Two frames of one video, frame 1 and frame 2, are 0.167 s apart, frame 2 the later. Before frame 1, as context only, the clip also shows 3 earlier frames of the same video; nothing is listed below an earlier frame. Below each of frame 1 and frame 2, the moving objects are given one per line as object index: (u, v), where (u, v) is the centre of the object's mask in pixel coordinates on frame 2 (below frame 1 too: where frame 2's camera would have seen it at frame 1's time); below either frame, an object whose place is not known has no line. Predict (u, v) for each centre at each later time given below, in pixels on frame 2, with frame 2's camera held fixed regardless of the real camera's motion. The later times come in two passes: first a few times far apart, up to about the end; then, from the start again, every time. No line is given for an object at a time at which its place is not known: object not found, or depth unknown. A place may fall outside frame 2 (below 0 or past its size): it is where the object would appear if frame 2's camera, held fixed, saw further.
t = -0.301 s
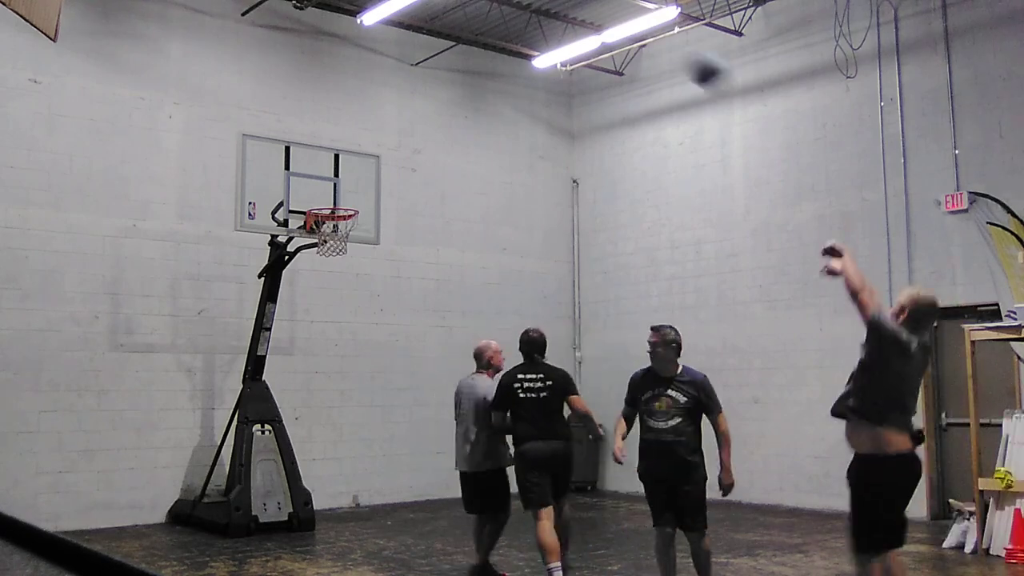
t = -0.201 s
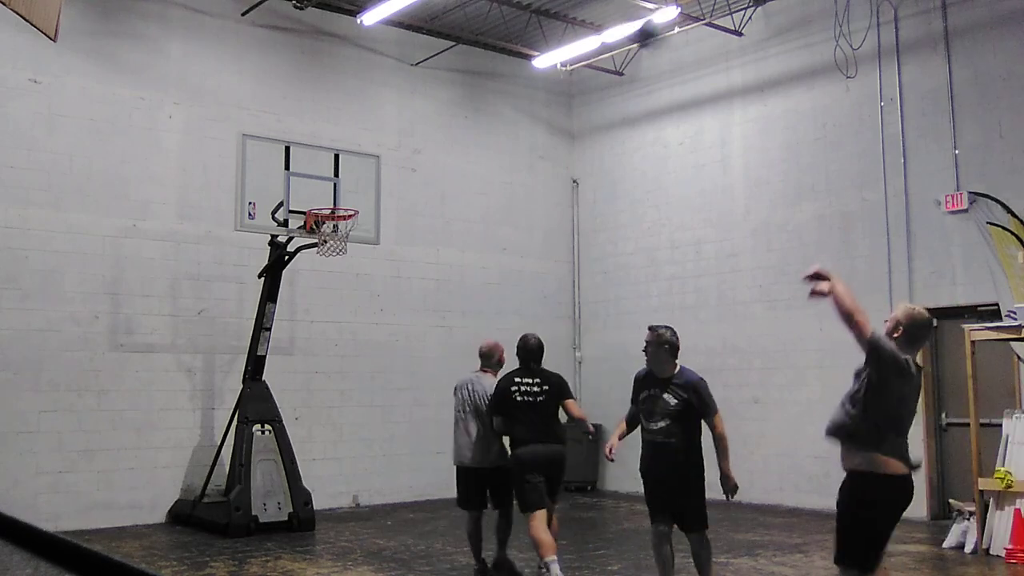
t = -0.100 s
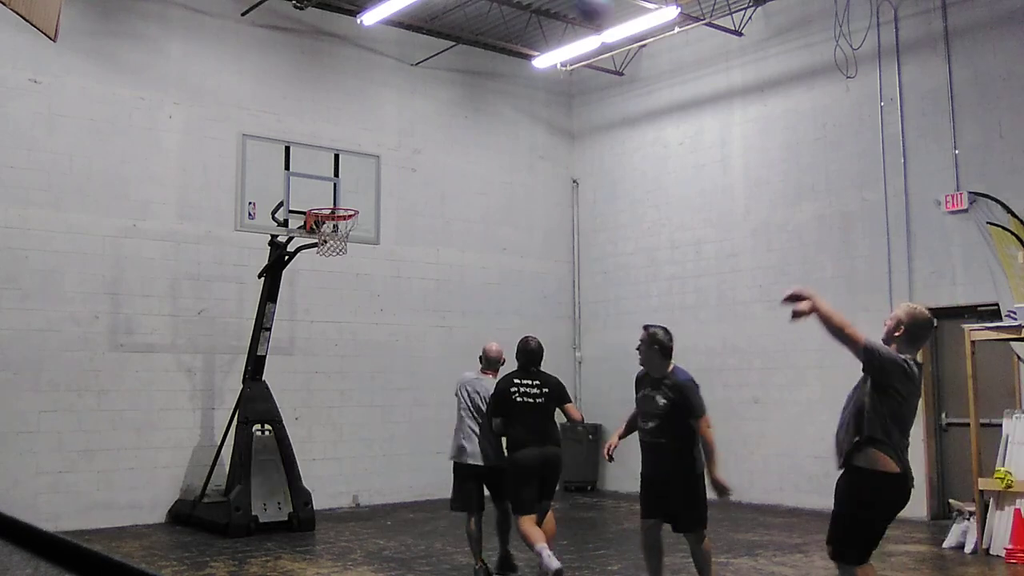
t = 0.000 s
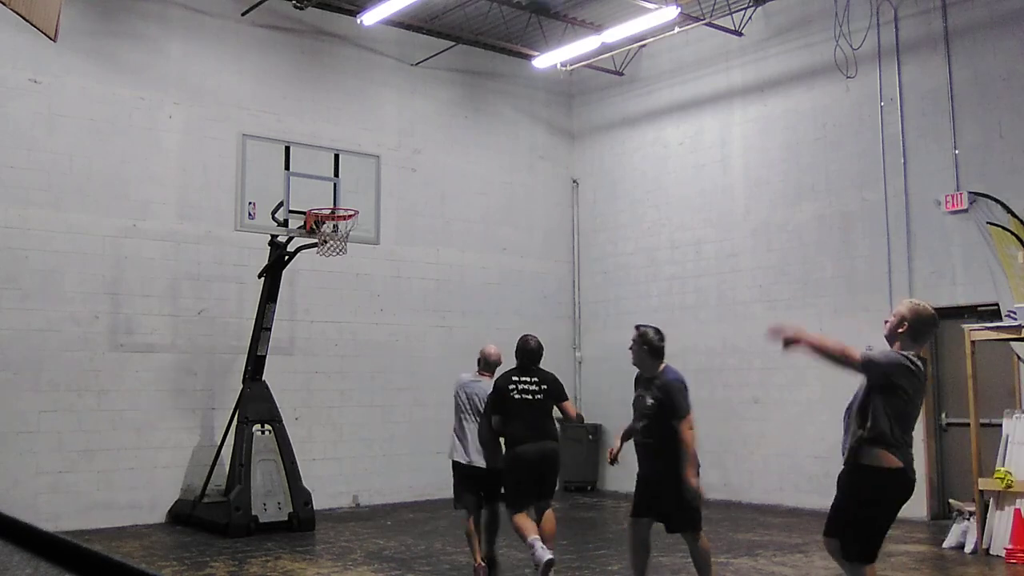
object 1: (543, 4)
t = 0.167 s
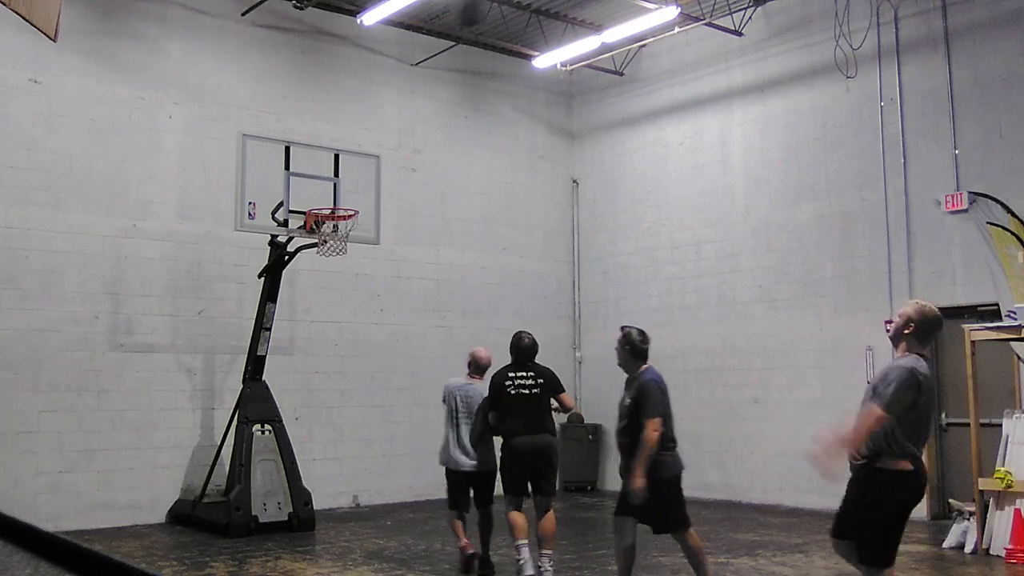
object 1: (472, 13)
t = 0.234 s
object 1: (445, 27)
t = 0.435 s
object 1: (375, 94)
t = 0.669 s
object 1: (313, 194)
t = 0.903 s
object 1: (342, 159)
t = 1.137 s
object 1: (391, 165)
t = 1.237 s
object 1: (413, 184)
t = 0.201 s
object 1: (455, 20)
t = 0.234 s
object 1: (445, 27)
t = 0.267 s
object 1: (431, 35)
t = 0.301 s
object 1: (420, 46)
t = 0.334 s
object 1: (408, 56)
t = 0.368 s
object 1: (397, 67)
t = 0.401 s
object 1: (386, 81)
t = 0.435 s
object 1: (375, 94)
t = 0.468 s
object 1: (365, 109)
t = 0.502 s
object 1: (355, 124)
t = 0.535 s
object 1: (344, 140)
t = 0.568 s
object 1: (334, 158)
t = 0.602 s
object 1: (324, 176)
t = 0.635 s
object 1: (314, 195)
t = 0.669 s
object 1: (313, 194)
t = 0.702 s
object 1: (314, 189)
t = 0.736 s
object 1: (314, 184)
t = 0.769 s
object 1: (315, 180)
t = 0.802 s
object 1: (321, 173)
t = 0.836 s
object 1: (328, 167)
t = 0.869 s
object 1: (335, 163)
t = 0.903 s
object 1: (342, 159)
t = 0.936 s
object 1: (349, 156)
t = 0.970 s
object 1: (356, 155)
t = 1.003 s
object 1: (363, 154)
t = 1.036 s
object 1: (370, 155)
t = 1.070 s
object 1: (377, 158)
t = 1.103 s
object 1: (384, 161)
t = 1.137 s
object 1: (391, 165)
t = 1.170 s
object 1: (399, 170)
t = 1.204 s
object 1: (406, 177)
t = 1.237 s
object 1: (413, 184)
